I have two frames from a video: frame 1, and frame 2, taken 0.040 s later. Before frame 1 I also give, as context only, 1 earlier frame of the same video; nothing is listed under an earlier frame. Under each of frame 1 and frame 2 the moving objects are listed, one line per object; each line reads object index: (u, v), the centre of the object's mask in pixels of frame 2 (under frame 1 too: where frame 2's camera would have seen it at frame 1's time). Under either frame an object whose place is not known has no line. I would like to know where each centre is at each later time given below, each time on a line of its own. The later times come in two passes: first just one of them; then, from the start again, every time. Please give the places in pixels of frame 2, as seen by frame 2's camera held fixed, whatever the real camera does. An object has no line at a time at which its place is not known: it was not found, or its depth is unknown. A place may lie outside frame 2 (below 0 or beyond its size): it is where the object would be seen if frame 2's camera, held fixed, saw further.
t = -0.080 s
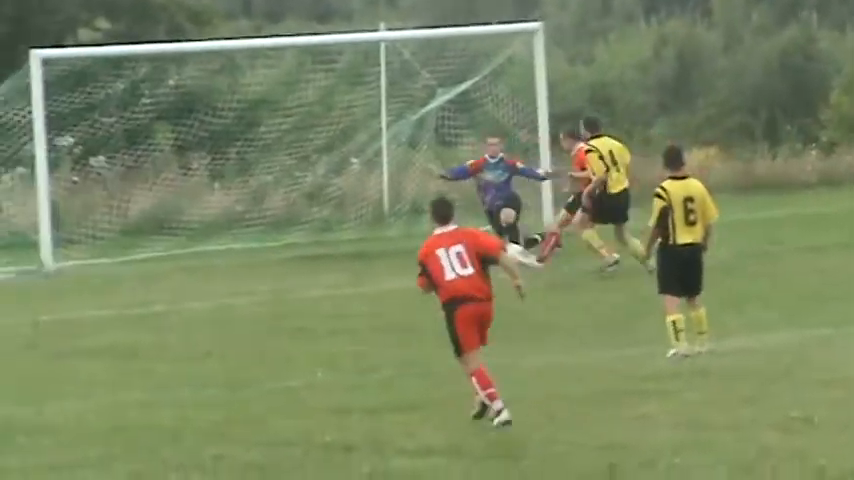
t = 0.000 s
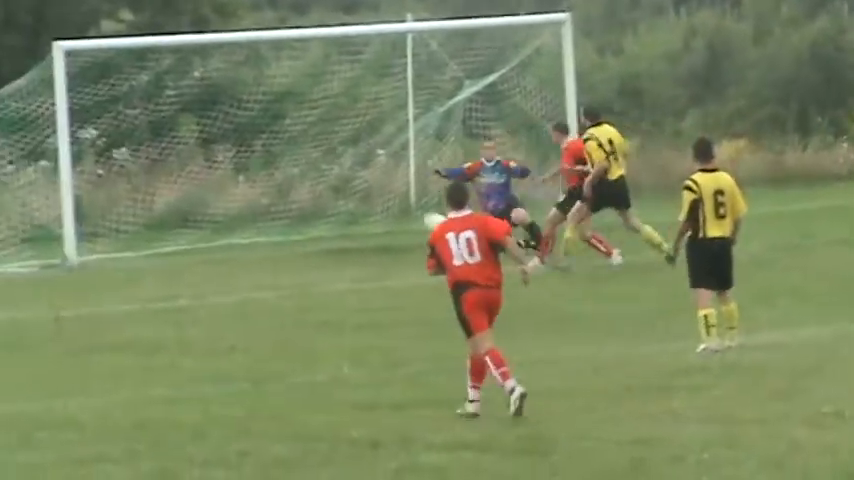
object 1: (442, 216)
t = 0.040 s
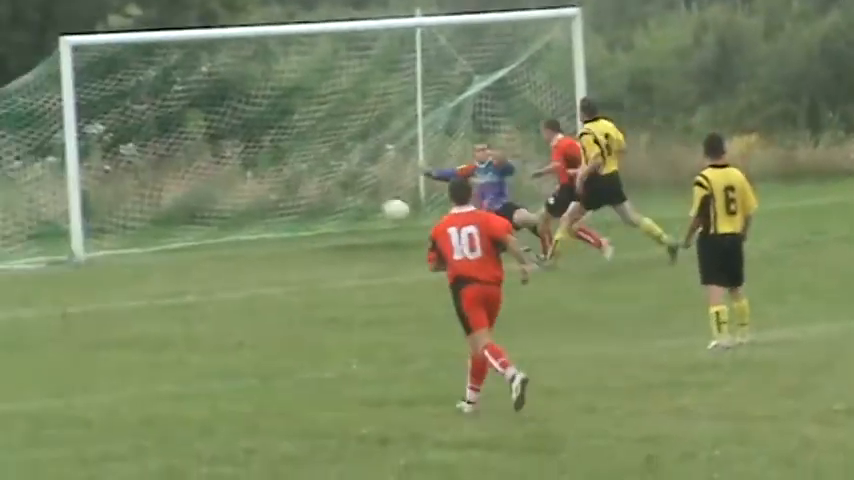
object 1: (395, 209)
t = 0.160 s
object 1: (257, 183)
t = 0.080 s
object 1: (348, 200)
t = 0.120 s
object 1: (302, 191)
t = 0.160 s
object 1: (257, 183)
